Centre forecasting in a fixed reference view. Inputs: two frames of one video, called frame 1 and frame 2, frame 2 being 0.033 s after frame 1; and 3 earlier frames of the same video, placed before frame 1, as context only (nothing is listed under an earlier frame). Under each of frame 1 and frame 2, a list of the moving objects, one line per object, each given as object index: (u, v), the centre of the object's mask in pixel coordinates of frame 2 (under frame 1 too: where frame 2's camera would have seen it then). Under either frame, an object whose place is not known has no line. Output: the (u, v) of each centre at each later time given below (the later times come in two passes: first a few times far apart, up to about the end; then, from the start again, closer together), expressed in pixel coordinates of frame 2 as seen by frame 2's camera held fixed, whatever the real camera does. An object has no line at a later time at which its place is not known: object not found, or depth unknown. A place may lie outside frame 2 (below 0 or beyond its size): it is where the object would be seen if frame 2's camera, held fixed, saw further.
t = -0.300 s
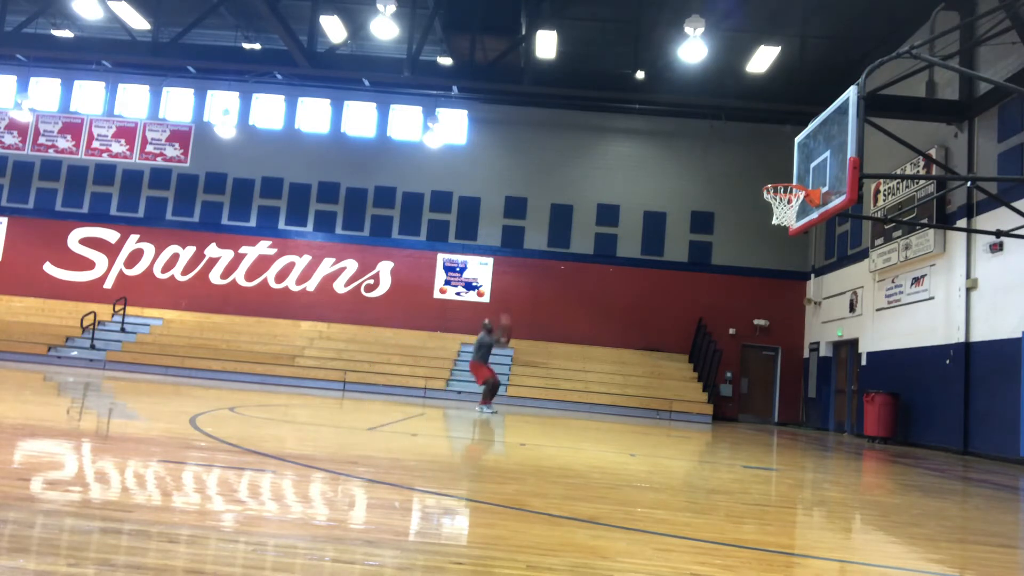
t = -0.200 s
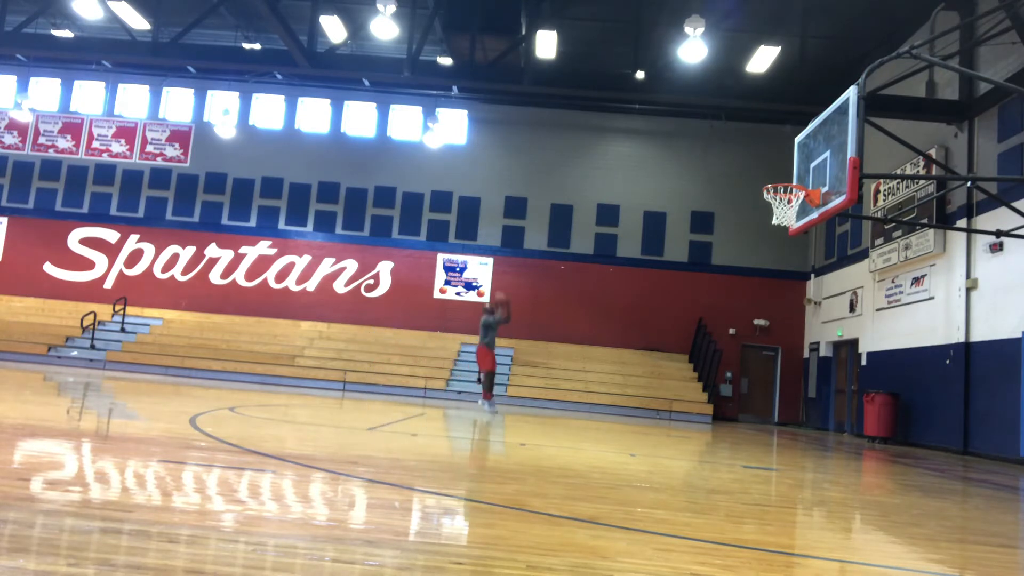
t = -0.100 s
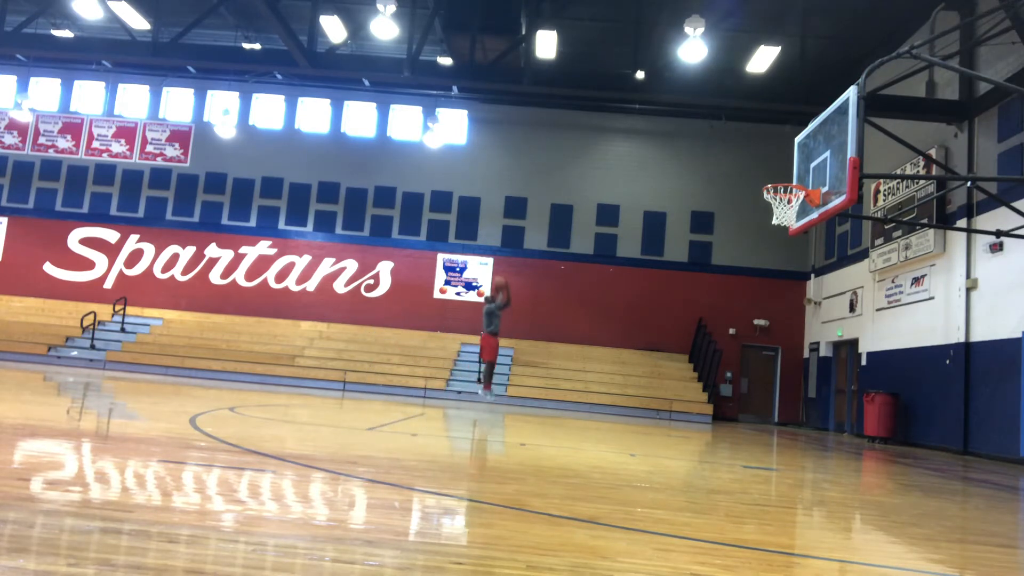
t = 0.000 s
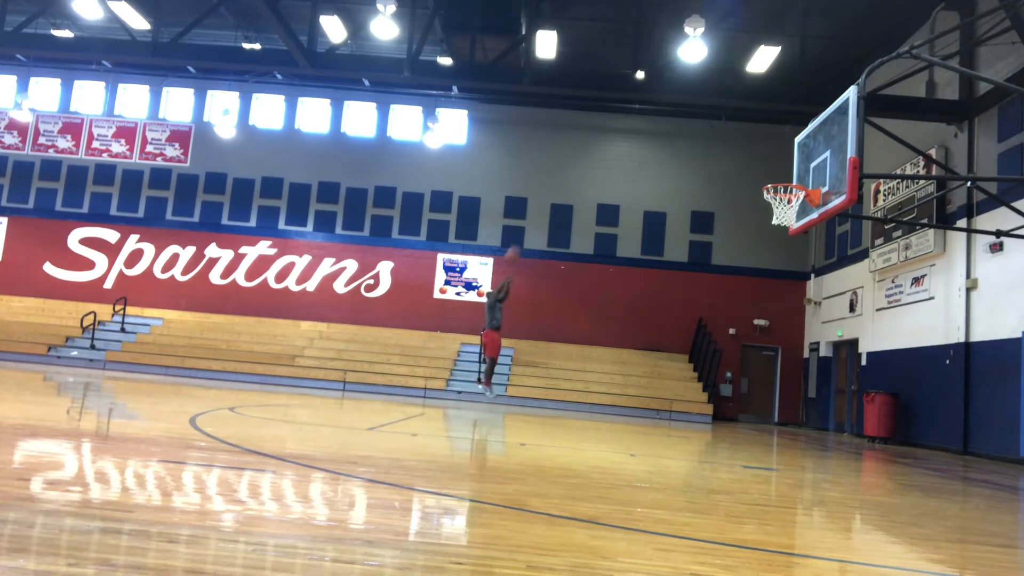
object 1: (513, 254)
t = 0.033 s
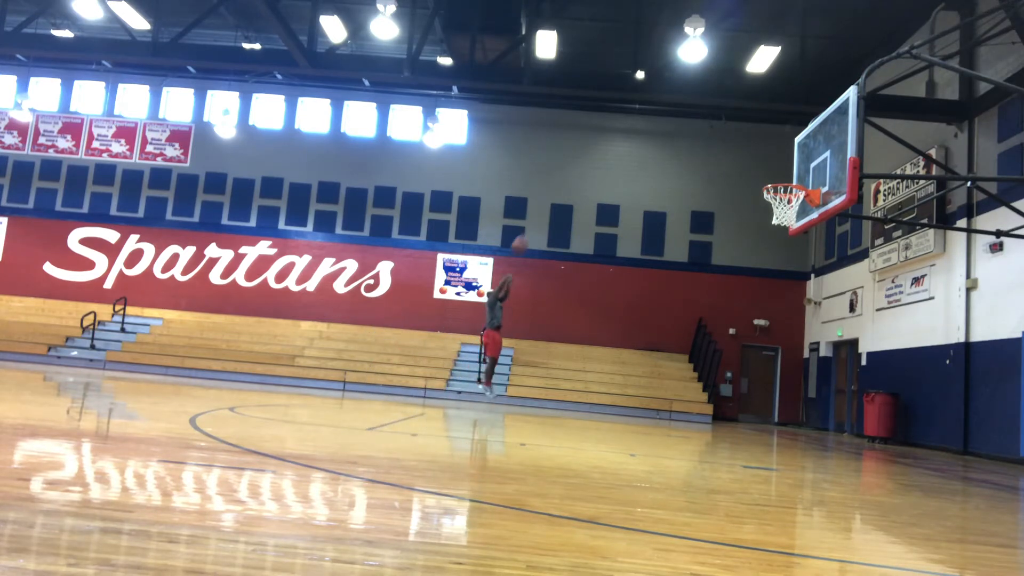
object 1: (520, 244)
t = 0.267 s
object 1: (572, 182)
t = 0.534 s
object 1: (638, 143)
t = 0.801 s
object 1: (709, 149)
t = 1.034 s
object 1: (756, 167)
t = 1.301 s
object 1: (737, 136)
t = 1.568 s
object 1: (714, 161)
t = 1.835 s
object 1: (685, 250)
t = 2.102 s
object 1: (650, 412)
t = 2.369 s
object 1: (644, 330)
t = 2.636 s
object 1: (641, 265)
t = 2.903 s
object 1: (634, 264)
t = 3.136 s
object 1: (621, 319)
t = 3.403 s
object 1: (607, 425)
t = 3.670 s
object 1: (605, 335)
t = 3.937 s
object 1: (599, 322)
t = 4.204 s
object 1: (587, 388)
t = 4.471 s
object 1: (580, 390)
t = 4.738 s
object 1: (575, 363)
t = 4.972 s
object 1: (565, 412)
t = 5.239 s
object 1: (559, 398)
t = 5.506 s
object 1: (550, 408)
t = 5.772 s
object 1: (543, 416)
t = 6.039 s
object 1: (536, 430)
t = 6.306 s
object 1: (530, 423)
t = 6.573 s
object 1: (521, 437)
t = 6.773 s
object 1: (516, 445)
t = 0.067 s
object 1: (527, 234)
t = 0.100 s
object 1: (534, 224)
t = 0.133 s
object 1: (542, 215)
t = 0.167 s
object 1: (549, 206)
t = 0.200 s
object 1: (557, 197)
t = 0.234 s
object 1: (565, 189)
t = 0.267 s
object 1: (572, 182)
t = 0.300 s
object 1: (580, 175)
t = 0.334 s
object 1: (588, 169)
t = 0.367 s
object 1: (596, 163)
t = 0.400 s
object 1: (605, 158)
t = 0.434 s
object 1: (613, 153)
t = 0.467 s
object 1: (622, 150)
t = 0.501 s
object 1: (630, 146)
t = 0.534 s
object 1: (638, 143)
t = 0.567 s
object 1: (647, 141)
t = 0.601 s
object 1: (656, 140)
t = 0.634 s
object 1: (664, 139)
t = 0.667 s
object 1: (673, 140)
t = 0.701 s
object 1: (681, 141)
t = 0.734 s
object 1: (690, 143)
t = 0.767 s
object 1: (700, 146)
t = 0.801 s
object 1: (709, 149)
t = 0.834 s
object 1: (720, 154)
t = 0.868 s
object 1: (729, 159)
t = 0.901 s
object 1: (739, 166)
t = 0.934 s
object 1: (750, 174)
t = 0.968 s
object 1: (759, 181)
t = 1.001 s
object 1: (757, 174)
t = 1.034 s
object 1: (756, 167)
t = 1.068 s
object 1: (753, 160)
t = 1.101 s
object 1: (751, 154)
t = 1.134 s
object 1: (749, 148)
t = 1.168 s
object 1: (746, 144)
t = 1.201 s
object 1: (744, 141)
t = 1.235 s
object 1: (742, 138)
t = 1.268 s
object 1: (739, 136)
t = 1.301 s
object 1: (737, 136)
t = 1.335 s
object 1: (734, 136)
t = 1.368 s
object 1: (731, 136)
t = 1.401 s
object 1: (729, 138)
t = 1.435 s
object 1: (726, 141)
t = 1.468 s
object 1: (723, 144)
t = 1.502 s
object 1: (720, 149)
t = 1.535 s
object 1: (717, 155)
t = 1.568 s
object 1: (714, 161)
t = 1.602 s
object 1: (711, 168)
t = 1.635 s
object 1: (707, 176)
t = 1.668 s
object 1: (703, 186)
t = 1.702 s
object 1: (700, 197)
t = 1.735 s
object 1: (696, 209)
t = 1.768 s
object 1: (693, 221)
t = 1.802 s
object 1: (689, 234)
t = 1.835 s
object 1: (685, 250)
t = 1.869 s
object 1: (680, 267)
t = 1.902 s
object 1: (676, 283)
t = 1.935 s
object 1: (672, 300)
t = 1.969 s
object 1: (668, 320)
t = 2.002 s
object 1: (664, 338)
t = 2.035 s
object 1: (660, 362)
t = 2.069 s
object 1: (657, 386)
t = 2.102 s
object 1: (650, 412)
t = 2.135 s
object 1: (646, 433)
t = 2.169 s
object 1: (645, 422)
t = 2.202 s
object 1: (646, 403)
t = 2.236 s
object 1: (646, 388)
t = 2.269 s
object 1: (646, 371)
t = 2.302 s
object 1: (646, 356)
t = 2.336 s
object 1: (645, 342)
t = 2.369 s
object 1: (644, 330)
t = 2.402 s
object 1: (644, 318)
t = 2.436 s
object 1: (644, 307)
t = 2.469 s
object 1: (644, 299)
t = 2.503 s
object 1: (643, 290)
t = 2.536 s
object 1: (642, 282)
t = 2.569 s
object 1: (642, 276)
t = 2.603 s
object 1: (642, 270)
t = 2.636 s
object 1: (641, 265)
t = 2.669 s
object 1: (641, 262)
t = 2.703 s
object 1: (640, 259)
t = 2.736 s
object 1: (639, 257)
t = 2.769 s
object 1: (638, 257)
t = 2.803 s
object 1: (637, 257)
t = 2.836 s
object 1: (636, 258)
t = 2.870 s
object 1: (635, 260)
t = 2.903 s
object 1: (634, 264)
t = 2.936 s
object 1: (632, 268)
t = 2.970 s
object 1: (630, 274)
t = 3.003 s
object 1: (628, 281)
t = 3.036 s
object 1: (627, 289)
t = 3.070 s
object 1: (625, 296)
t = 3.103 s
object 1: (623, 308)
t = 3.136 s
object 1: (621, 319)
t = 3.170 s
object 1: (619, 332)
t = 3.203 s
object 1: (618, 347)
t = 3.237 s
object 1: (616, 363)
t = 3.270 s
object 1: (614, 382)
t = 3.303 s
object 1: (612, 400)
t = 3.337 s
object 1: (609, 422)
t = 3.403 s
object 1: (607, 425)
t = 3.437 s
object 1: (607, 409)
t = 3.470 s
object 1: (607, 396)
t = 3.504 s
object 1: (606, 383)
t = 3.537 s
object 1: (607, 371)
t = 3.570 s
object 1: (607, 360)
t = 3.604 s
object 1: (606, 350)
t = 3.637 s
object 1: (606, 342)
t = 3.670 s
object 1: (605, 335)
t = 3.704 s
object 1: (605, 331)
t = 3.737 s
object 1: (604, 325)
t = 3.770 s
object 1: (604, 322)
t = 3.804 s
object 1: (603, 320)
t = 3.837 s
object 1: (602, 319)
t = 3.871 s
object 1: (601, 319)
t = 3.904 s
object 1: (600, 319)
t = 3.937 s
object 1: (599, 322)
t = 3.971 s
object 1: (599, 326)
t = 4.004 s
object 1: (597, 330)
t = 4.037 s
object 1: (595, 335)
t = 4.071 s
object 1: (594, 343)
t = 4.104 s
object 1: (592, 351)
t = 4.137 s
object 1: (591, 364)
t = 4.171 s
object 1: (589, 375)
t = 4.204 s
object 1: (587, 388)
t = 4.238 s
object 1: (585, 403)
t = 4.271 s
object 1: (582, 420)
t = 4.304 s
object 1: (580, 438)
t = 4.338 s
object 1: (580, 434)
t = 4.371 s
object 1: (579, 421)
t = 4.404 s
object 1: (580, 408)
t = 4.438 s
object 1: (580, 399)
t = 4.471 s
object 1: (580, 390)
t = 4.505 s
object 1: (580, 382)
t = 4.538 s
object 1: (580, 375)
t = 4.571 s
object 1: (579, 370)
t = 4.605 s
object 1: (578, 366)
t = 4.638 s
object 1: (577, 364)
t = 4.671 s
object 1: (577, 362)
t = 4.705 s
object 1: (576, 362)
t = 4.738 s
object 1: (575, 363)
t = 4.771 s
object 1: (574, 366)
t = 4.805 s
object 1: (573, 370)
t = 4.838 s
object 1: (572, 375)
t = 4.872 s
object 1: (570, 382)
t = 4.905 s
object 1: (569, 391)
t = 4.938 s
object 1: (567, 401)
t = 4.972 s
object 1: (565, 412)
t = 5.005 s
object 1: (563, 425)
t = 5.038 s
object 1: (561, 440)
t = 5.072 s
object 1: (561, 437)
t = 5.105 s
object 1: (561, 426)
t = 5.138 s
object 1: (560, 417)
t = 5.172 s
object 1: (560, 410)
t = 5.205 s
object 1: (560, 403)
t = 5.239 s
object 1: (559, 398)
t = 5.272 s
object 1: (558, 394)
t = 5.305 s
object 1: (558, 392)
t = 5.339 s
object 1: (557, 391)
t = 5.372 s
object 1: (556, 391)
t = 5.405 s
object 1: (555, 393)
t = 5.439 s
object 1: (553, 397)
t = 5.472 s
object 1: (552, 401)
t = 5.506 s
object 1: (550, 408)
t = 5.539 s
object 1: (549, 416)
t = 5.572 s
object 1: (547, 425)
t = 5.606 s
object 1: (545, 437)
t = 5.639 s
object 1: (543, 445)
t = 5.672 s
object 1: (543, 435)
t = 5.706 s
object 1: (543, 428)
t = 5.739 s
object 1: (543, 421)
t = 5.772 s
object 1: (543, 416)
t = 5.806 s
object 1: (542, 412)
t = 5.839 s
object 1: (542, 410)
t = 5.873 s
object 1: (541, 410)
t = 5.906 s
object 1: (540, 411)
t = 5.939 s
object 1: (539, 413)
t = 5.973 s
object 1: (538, 417)
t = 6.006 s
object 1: (537, 423)
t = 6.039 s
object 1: (536, 430)
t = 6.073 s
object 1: (534, 439)
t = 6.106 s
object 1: (532, 447)
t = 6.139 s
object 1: (532, 440)
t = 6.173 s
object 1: (532, 434)
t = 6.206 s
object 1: (531, 429)
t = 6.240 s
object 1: (531, 425)
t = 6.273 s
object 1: (530, 423)
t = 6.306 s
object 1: (530, 423)
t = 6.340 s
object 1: (528, 425)
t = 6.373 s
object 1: (527, 427)
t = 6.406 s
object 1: (526, 432)
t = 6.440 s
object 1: (524, 438)
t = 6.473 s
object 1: (523, 446)
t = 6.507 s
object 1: (522, 447)
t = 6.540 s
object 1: (522, 441)
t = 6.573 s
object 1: (521, 437)
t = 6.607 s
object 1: (521, 434)
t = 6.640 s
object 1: (520, 433)
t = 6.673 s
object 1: (519, 434)
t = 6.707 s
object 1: (518, 436)
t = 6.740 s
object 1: (517, 440)
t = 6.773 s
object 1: (516, 445)
